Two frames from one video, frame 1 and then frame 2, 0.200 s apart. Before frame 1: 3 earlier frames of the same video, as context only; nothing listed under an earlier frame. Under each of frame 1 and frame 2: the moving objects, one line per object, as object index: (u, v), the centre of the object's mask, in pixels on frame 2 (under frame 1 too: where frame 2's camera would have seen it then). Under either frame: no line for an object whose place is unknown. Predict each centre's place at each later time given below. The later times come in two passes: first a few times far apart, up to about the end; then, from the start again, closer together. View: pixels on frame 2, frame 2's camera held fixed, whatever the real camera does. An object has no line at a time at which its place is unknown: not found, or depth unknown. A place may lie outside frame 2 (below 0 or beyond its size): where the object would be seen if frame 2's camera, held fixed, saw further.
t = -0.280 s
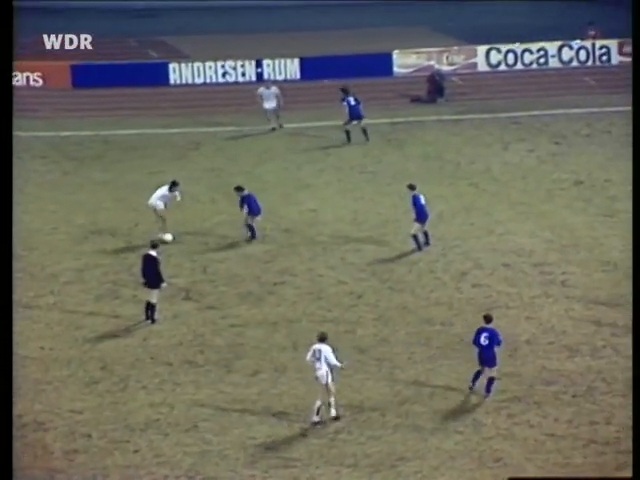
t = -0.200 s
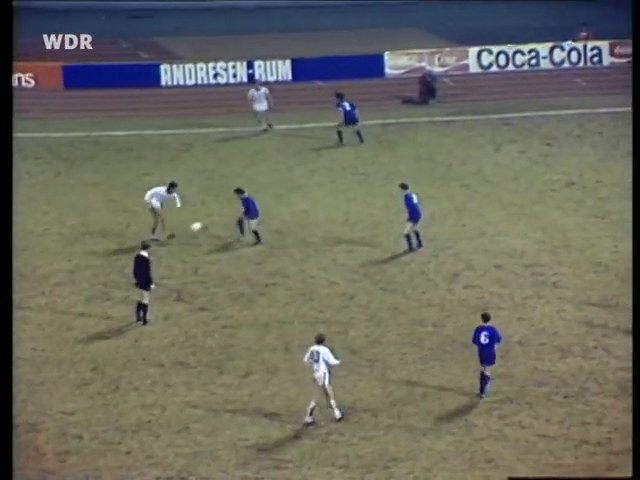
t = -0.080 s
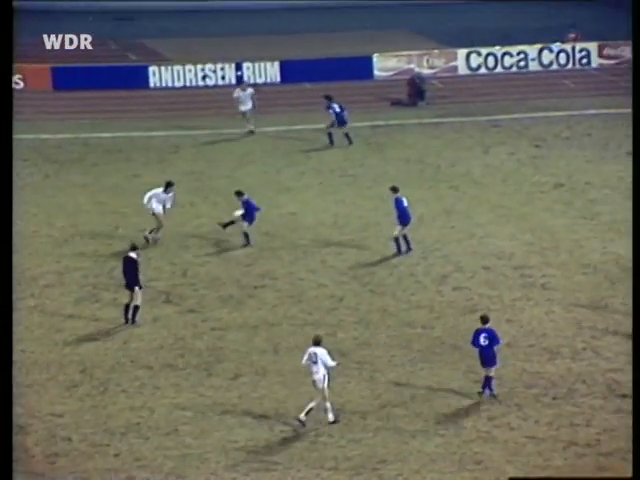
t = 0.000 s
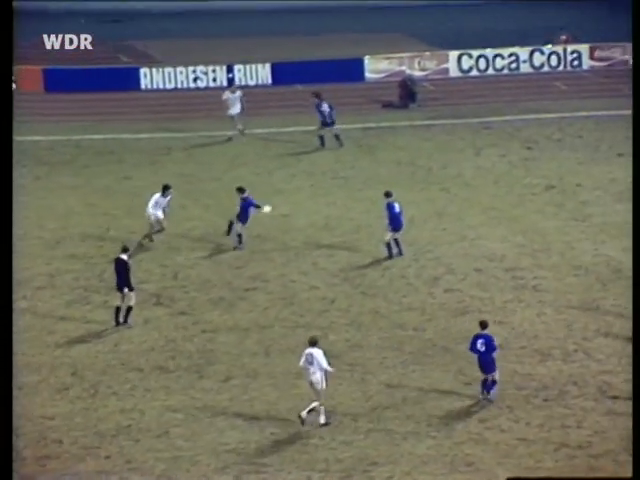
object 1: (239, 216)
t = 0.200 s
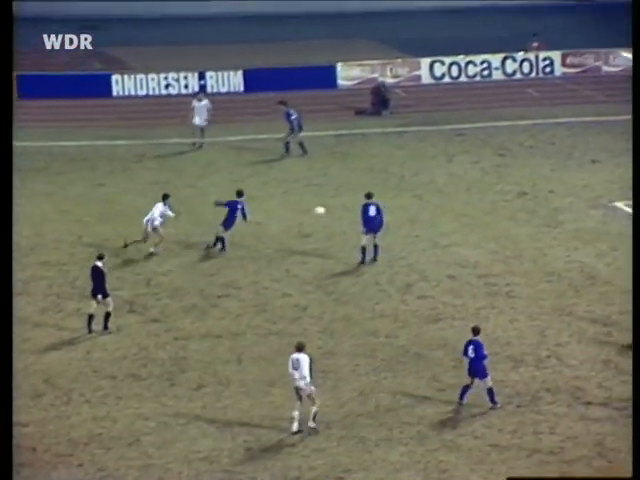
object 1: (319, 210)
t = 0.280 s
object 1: (349, 212)
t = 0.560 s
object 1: (436, 202)
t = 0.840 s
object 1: (506, 197)
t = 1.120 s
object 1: (558, 189)
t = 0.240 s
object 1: (334, 211)
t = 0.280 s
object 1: (349, 212)
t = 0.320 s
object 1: (360, 213)
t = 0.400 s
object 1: (393, 215)
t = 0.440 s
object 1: (402, 211)
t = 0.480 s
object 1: (414, 207)
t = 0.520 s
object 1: (425, 204)
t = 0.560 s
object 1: (436, 202)
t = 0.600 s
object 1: (447, 200)
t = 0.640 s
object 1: (458, 199)
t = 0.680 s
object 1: (468, 198)
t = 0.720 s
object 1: (479, 199)
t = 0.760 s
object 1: (489, 200)
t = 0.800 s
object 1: (498, 200)
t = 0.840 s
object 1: (506, 197)
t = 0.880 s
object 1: (514, 194)
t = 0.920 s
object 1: (522, 192)
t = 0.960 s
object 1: (529, 191)
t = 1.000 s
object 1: (537, 190)
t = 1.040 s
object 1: (544, 190)
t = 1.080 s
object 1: (552, 190)
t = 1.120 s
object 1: (558, 189)
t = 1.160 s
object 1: (564, 187)
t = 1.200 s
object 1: (571, 186)
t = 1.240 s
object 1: (576, 186)
